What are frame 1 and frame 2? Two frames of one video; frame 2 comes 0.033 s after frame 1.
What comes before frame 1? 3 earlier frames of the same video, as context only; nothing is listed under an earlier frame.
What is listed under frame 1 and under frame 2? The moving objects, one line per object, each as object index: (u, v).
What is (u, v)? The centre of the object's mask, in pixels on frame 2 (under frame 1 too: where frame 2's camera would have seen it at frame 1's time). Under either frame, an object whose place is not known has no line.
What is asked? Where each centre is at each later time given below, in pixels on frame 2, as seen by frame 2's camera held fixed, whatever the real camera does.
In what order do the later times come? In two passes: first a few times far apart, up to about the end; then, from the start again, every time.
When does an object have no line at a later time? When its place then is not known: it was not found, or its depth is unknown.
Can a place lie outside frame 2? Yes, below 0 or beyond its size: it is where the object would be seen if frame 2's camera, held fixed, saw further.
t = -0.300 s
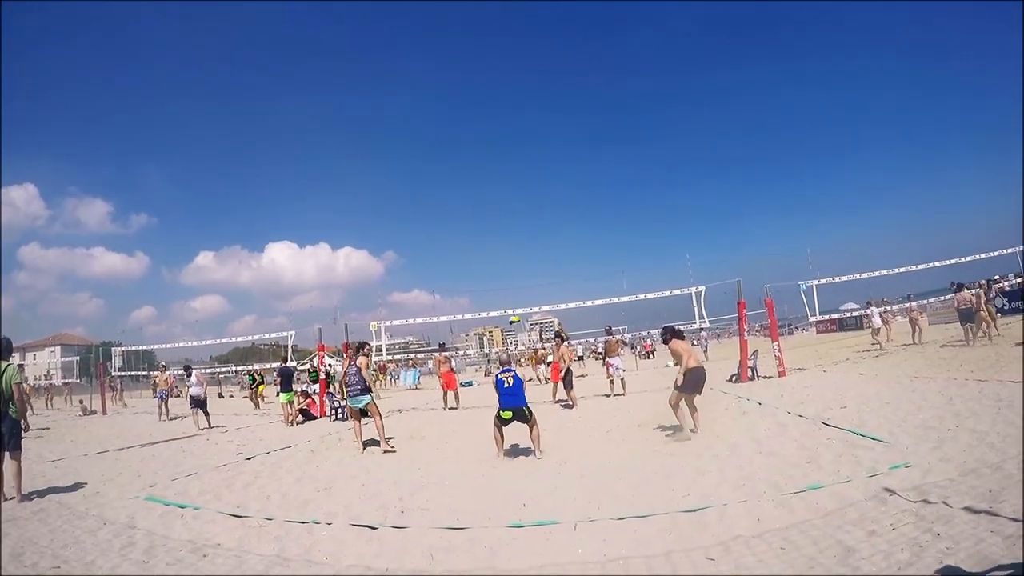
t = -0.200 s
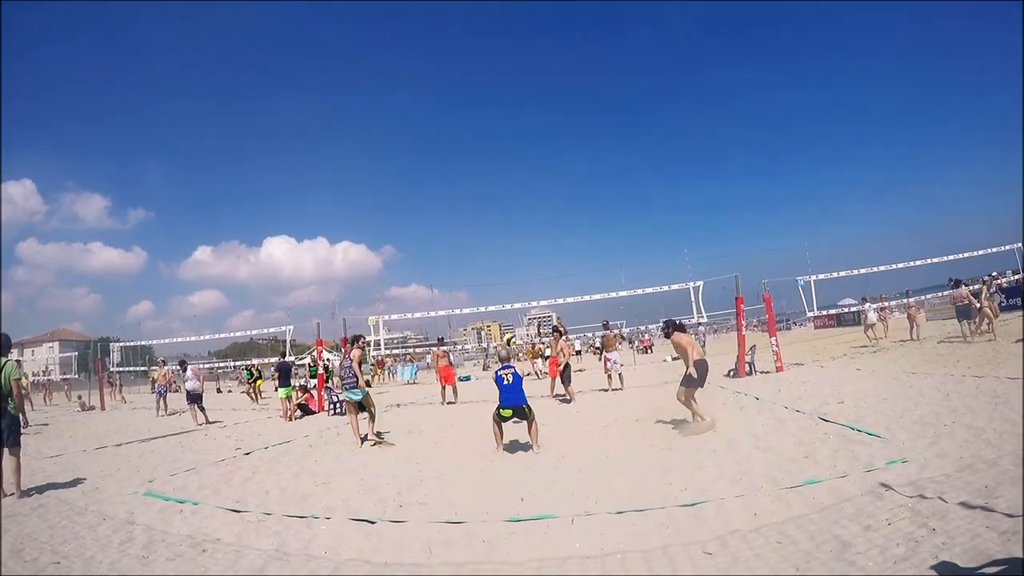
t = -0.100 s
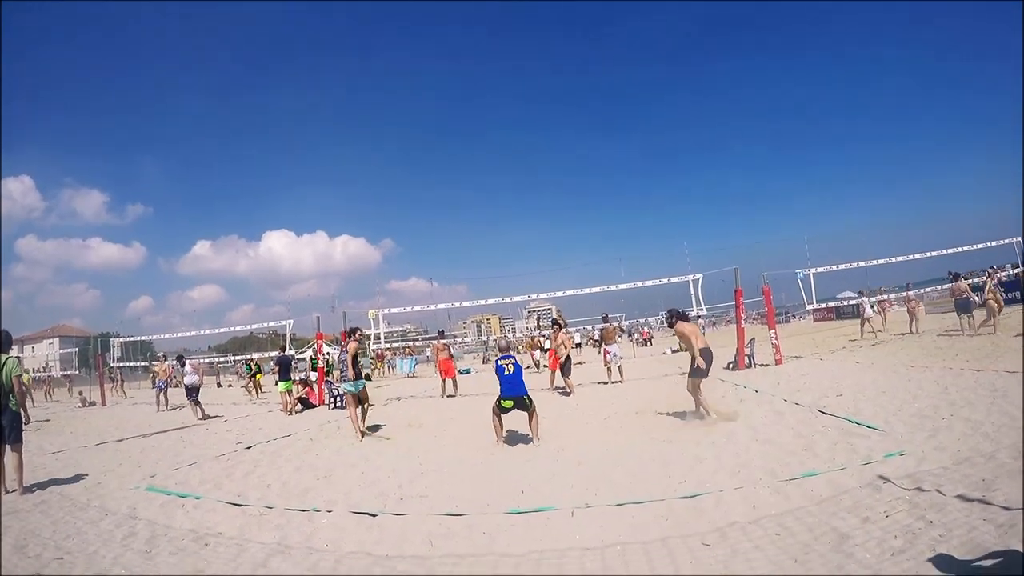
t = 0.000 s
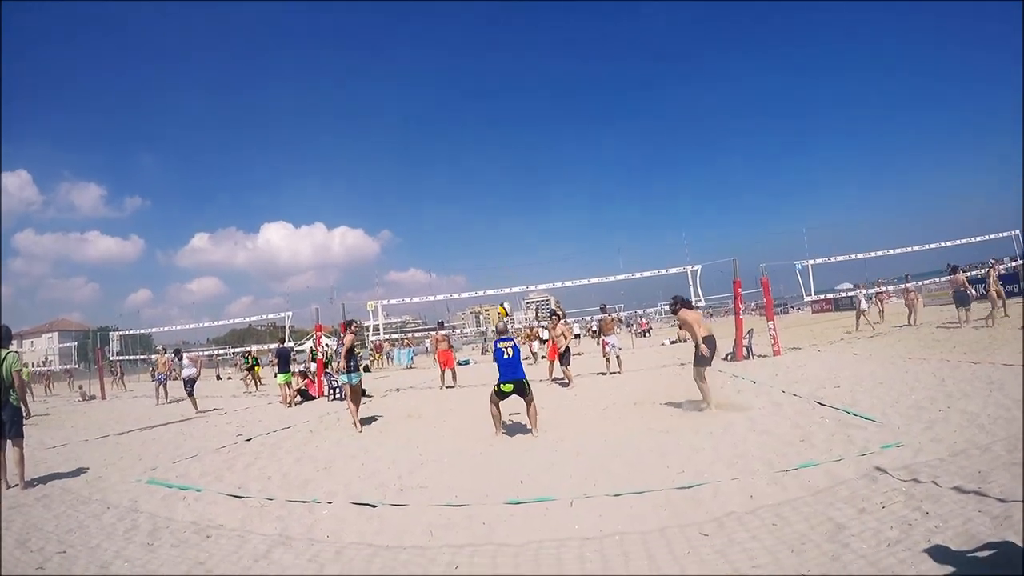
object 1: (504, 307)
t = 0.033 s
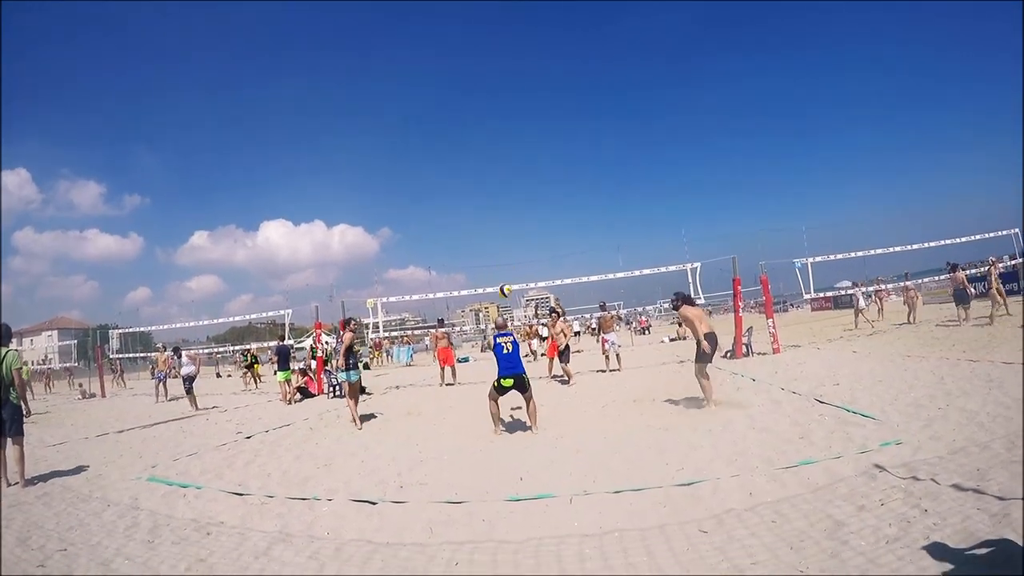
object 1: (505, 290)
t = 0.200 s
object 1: (506, 227)
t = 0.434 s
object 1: (510, 180)
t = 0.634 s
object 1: (513, 167)
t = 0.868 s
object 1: (517, 176)
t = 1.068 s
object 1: (520, 202)
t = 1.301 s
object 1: (522, 250)
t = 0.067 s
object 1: (505, 275)
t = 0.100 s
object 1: (505, 261)
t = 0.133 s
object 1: (505, 248)
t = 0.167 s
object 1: (506, 237)
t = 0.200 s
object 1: (506, 227)
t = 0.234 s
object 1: (507, 218)
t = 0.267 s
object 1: (507, 210)
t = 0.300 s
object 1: (508, 202)
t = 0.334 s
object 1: (509, 196)
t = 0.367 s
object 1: (509, 190)
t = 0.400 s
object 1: (509, 185)
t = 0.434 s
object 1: (510, 180)
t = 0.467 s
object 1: (510, 177)
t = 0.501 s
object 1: (511, 174)
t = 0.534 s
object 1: (512, 171)
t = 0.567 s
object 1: (512, 170)
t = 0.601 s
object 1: (512, 168)
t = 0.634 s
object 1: (513, 167)
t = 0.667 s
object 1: (514, 167)
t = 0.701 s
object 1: (514, 168)
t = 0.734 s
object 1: (514, 169)
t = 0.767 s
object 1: (515, 170)
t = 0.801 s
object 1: (516, 171)
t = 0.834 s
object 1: (516, 174)
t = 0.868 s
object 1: (517, 176)
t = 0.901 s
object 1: (517, 180)
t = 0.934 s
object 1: (518, 183)
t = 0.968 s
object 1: (518, 188)
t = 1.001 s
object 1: (518, 192)
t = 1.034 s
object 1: (519, 197)
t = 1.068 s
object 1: (520, 202)
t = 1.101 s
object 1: (520, 208)
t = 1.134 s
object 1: (520, 213)
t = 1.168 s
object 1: (521, 220)
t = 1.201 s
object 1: (521, 227)
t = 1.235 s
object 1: (521, 235)
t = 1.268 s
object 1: (522, 242)
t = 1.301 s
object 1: (522, 250)
